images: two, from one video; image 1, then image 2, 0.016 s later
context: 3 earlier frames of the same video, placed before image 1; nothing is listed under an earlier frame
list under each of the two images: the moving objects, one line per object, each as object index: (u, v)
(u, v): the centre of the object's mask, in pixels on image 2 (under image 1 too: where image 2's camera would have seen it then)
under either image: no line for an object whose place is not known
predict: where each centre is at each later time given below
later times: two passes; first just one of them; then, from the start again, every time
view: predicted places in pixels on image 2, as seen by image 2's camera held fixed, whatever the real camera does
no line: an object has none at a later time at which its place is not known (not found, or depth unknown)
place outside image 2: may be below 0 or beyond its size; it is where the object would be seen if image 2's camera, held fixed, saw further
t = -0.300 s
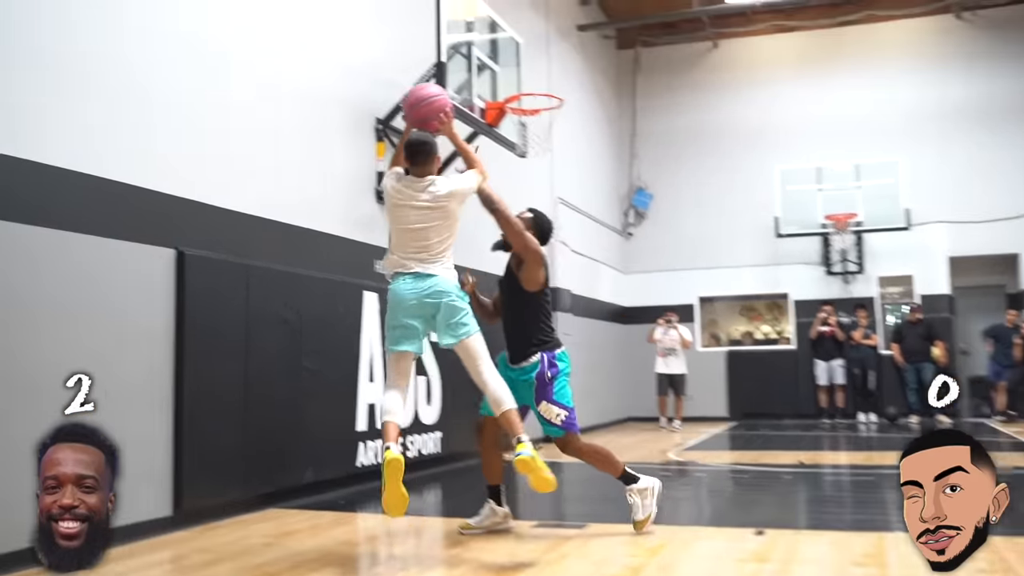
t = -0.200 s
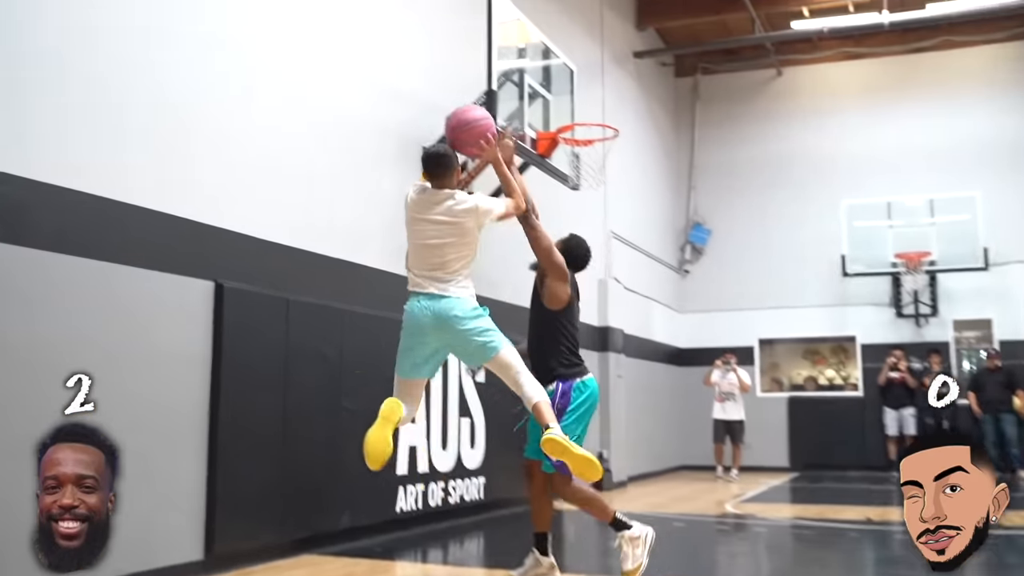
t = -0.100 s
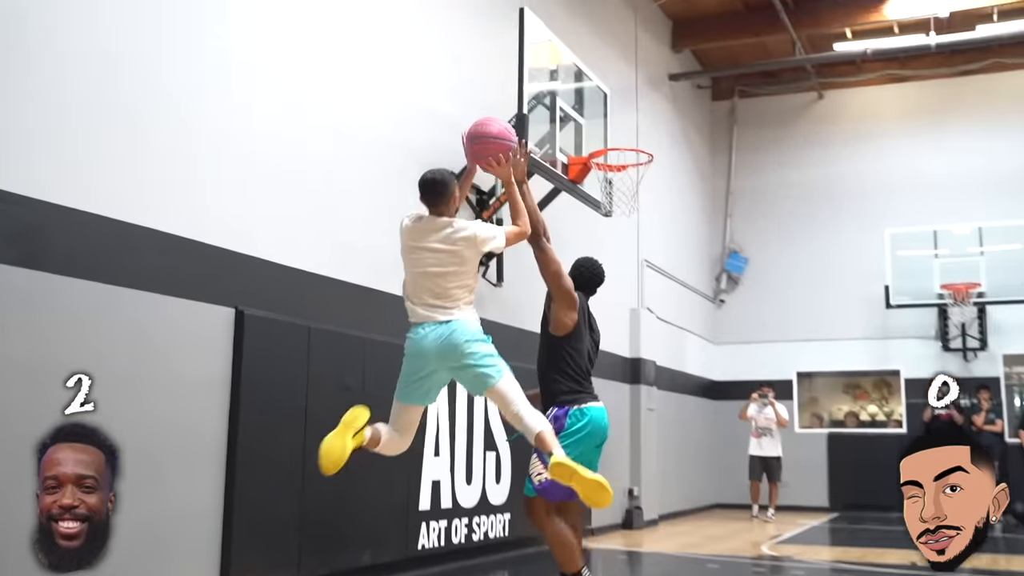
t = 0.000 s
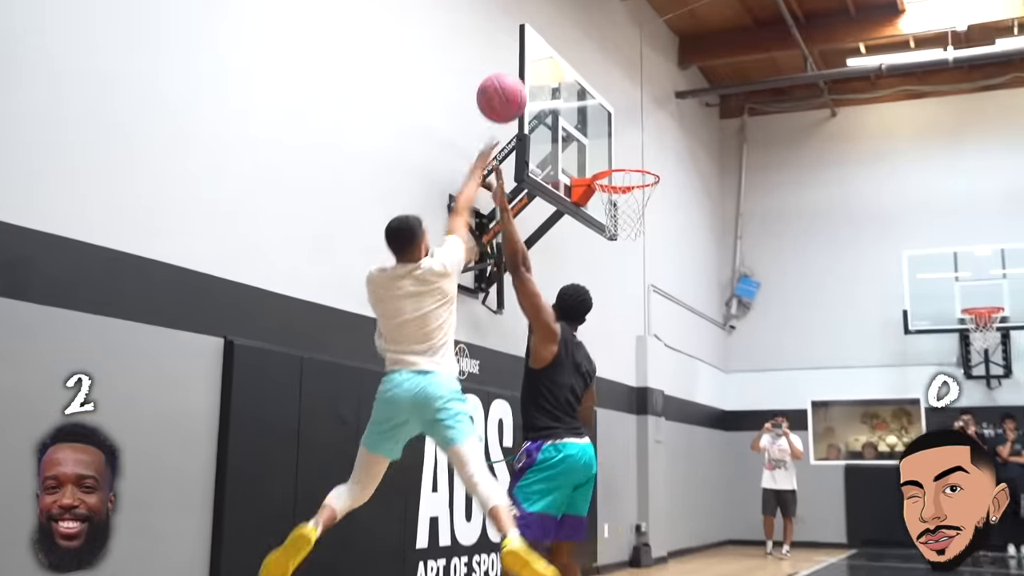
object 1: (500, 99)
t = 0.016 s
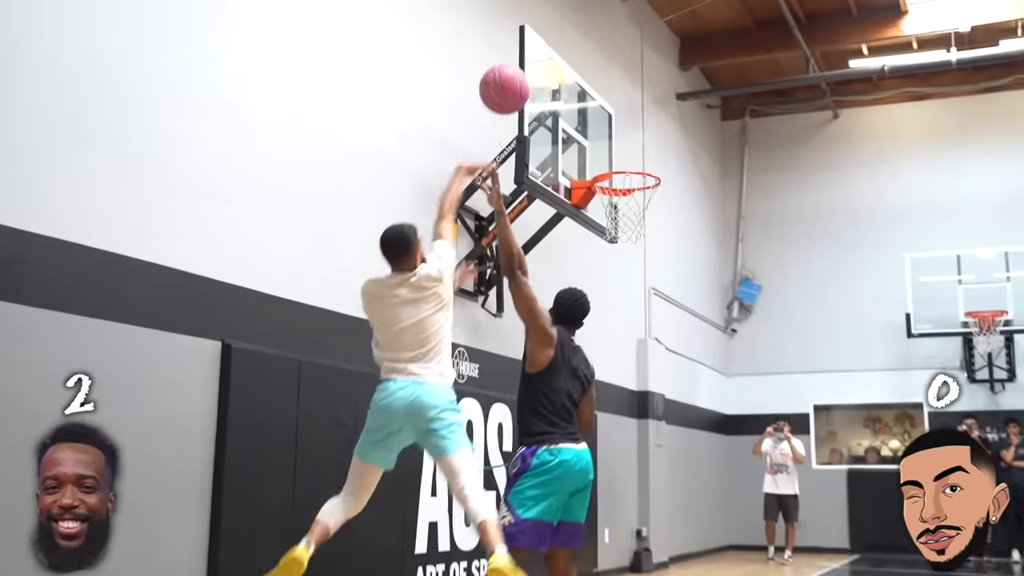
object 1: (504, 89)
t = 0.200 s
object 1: (533, 21)
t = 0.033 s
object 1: (507, 79)
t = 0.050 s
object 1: (510, 71)
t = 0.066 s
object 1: (513, 63)
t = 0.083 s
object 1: (515, 56)
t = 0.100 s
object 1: (518, 49)
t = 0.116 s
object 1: (521, 43)
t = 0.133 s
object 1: (523, 37)
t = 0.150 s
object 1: (526, 32)
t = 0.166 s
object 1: (529, 28)
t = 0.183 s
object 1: (531, 24)
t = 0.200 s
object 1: (533, 21)
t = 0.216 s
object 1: (536, 18)
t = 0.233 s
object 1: (538, 16)
